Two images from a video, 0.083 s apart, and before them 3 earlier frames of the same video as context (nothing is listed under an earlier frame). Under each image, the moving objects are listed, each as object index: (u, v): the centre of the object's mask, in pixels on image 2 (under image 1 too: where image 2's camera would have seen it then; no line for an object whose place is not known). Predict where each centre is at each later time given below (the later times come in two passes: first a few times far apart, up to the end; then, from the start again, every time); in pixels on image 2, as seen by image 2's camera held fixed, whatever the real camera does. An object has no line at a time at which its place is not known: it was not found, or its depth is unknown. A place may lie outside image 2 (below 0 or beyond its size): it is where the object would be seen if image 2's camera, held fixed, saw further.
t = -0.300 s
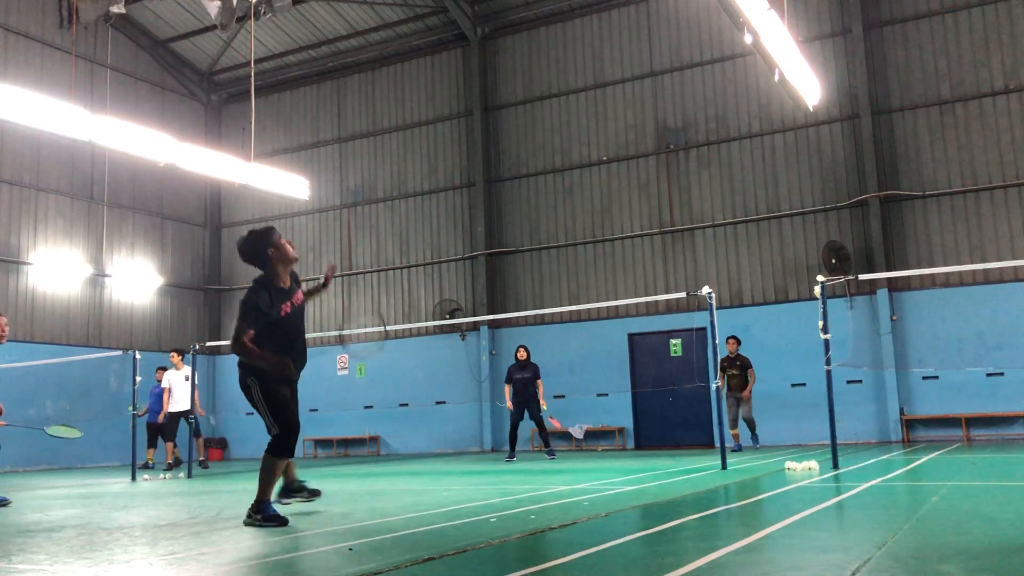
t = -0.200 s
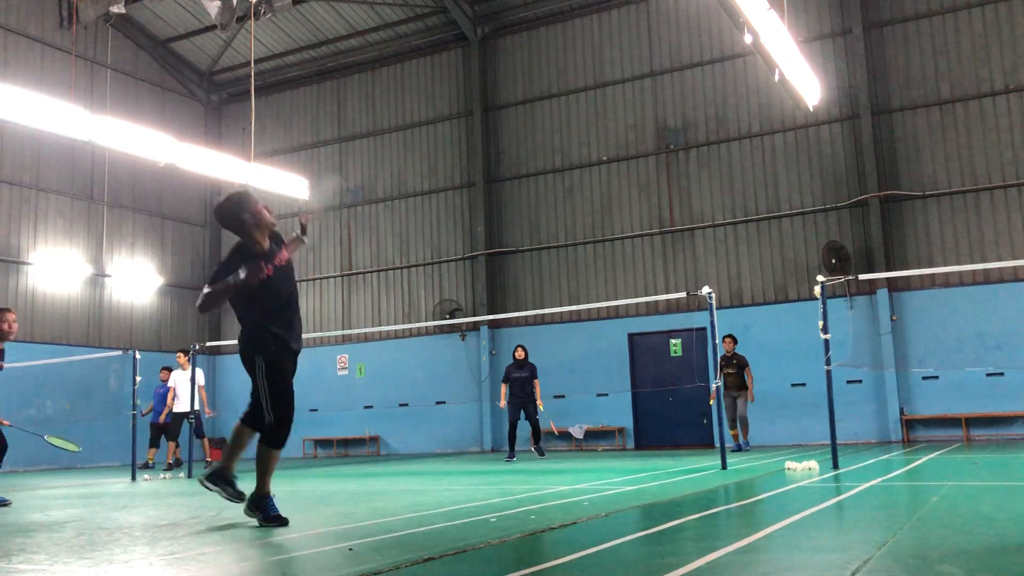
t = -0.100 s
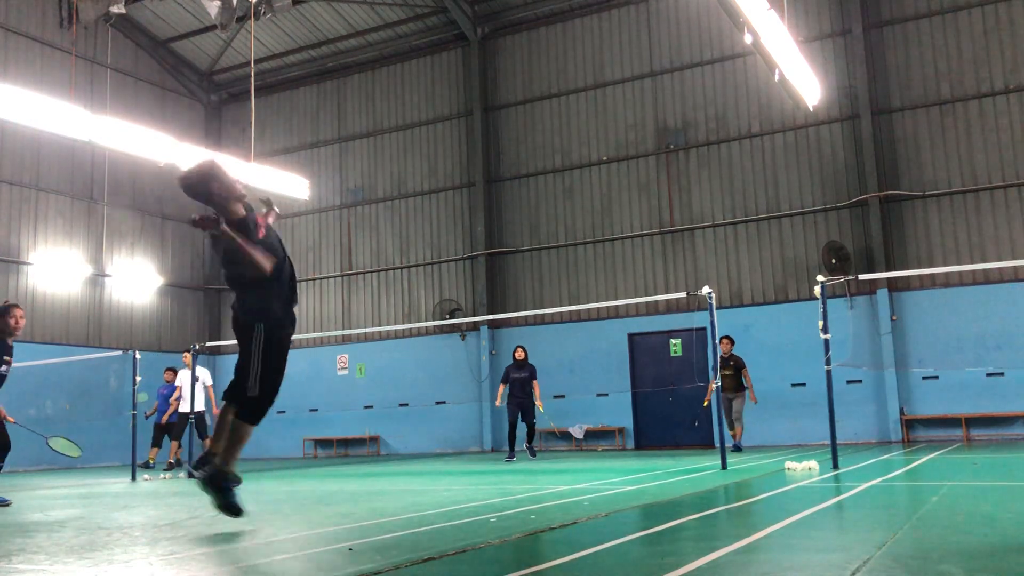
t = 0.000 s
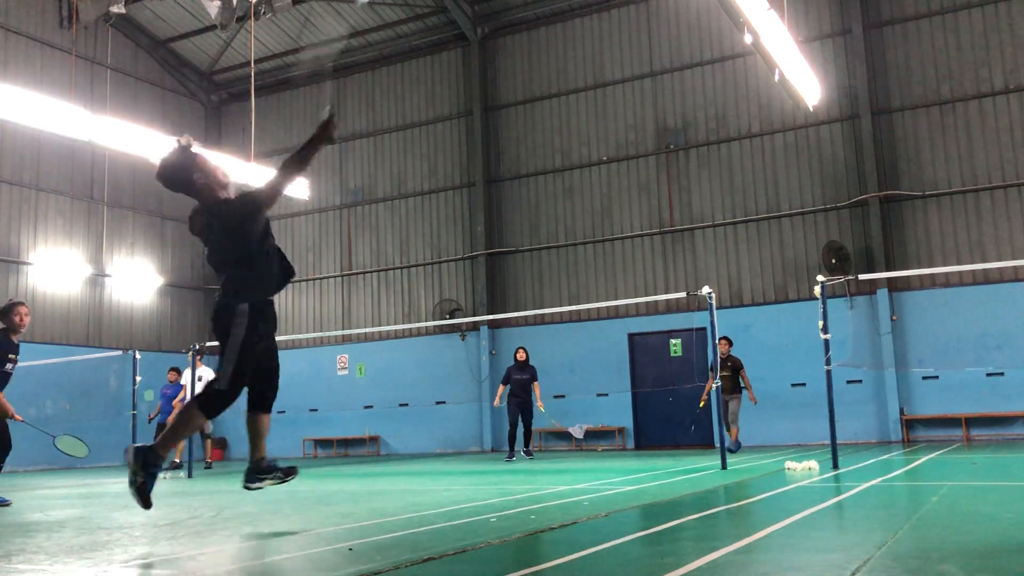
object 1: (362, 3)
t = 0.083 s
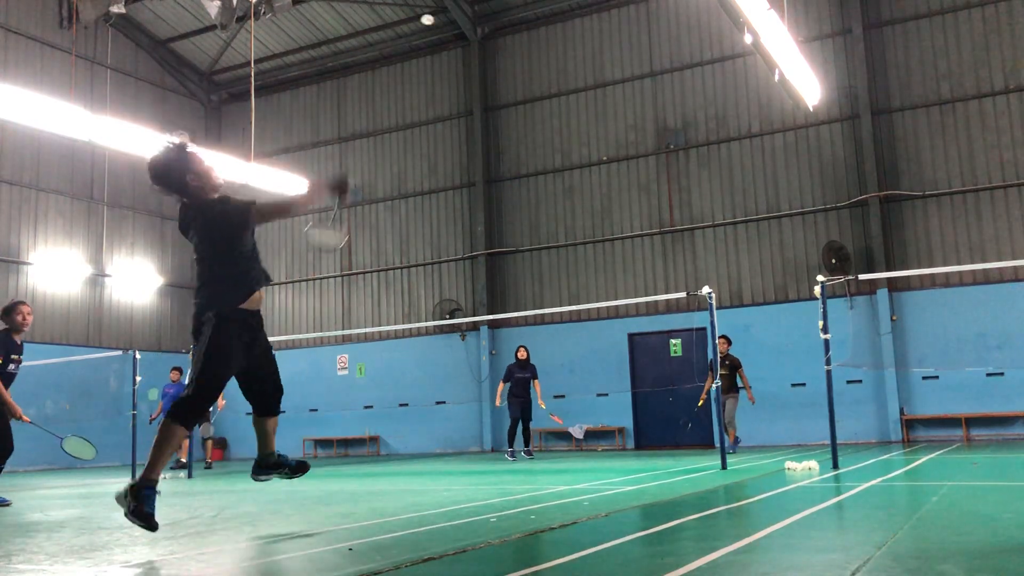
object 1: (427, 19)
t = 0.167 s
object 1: (454, 28)
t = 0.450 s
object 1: (482, 63)
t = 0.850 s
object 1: (501, 144)
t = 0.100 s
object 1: (436, 20)
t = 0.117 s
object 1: (442, 22)
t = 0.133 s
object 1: (447, 24)
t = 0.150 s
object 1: (451, 26)
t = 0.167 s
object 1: (454, 28)
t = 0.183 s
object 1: (457, 29)
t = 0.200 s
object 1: (460, 31)
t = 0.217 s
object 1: (462, 33)
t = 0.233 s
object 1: (464, 34)
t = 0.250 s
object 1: (467, 36)
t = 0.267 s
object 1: (468, 38)
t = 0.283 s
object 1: (470, 40)
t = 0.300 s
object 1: (472, 42)
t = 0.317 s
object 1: (473, 44)
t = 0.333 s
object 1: (474, 46)
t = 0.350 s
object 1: (475, 48)
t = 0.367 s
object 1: (477, 51)
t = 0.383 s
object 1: (478, 53)
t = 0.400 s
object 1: (479, 55)
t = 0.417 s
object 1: (480, 58)
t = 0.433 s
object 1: (481, 60)
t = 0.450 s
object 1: (482, 63)
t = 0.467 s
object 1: (483, 66)
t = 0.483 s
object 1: (484, 68)
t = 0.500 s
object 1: (485, 71)
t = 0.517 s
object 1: (486, 74)
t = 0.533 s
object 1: (486, 77)
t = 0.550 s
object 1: (487, 80)
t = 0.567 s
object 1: (488, 83)
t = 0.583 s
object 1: (489, 86)
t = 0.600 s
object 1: (490, 89)
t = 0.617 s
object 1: (490, 92)
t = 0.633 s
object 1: (491, 96)
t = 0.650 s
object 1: (492, 99)
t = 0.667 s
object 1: (494, 103)
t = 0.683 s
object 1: (494, 106)
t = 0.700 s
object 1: (495, 109)
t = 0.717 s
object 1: (496, 113)
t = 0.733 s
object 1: (497, 117)
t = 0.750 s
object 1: (497, 121)
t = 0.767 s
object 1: (498, 124)
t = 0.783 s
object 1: (499, 128)
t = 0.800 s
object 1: (499, 132)
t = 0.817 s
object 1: (500, 136)
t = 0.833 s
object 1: (501, 140)
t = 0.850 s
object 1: (501, 144)
